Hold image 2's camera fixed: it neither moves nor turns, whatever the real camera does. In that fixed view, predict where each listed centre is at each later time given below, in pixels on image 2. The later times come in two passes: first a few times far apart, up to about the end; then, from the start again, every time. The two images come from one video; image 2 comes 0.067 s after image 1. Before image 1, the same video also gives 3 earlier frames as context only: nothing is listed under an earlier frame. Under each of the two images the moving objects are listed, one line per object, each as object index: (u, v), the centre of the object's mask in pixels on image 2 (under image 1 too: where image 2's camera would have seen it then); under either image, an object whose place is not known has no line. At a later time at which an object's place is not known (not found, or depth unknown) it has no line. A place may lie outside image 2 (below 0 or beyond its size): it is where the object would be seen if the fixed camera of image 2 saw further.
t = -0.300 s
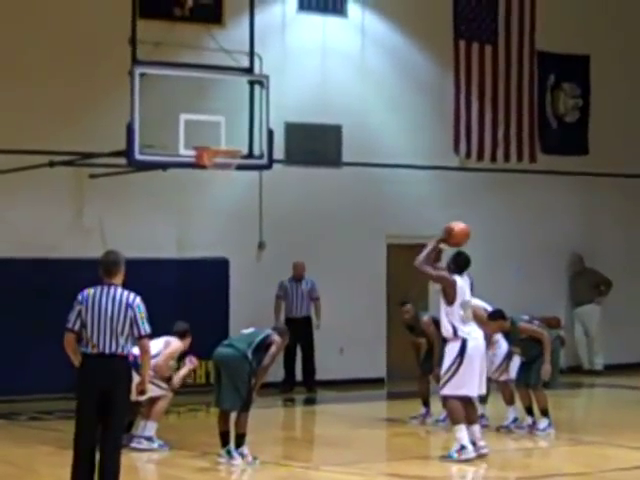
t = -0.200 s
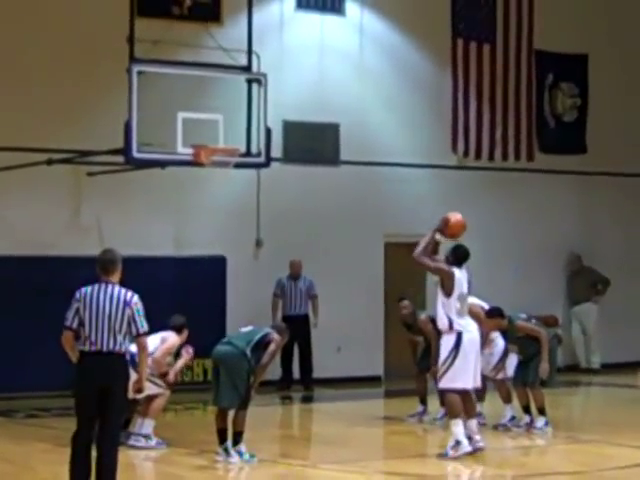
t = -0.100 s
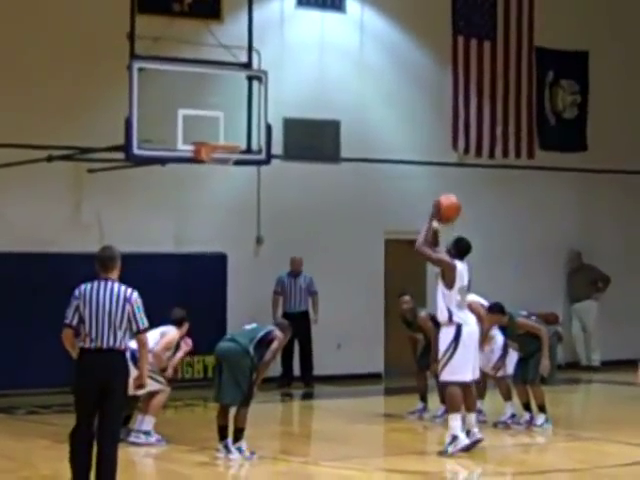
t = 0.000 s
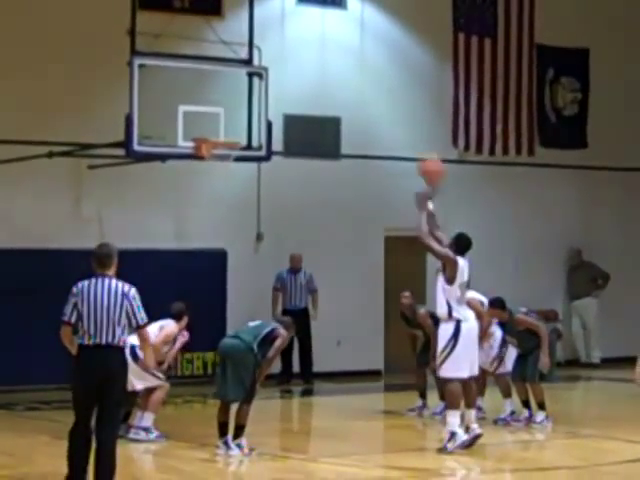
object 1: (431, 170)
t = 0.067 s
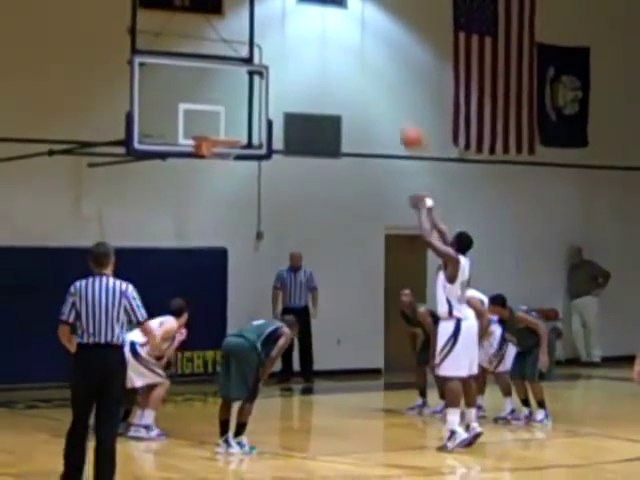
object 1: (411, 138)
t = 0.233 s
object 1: (366, 88)
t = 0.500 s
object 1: (301, 67)
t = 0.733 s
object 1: (249, 101)
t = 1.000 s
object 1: (213, 158)
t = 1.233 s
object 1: (218, 197)
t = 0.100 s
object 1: (403, 125)
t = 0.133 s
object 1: (393, 114)
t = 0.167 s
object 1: (385, 105)
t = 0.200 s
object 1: (375, 95)
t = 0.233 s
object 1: (366, 88)
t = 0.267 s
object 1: (358, 81)
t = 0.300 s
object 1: (349, 76)
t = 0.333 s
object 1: (341, 73)
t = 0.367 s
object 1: (333, 69)
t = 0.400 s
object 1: (325, 67)
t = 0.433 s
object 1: (317, 65)
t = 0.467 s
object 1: (309, 66)
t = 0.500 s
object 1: (301, 67)
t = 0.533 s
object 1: (293, 69)
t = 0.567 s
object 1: (286, 71)
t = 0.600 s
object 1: (279, 76)
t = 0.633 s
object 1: (271, 81)
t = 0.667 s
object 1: (264, 86)
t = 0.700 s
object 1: (257, 93)
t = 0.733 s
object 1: (249, 101)
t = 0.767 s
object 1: (242, 109)
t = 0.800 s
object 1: (235, 119)
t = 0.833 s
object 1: (229, 128)
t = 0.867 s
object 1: (224, 139)
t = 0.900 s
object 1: (214, 149)
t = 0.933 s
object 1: (213, 157)
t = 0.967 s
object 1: (213, 156)
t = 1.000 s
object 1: (213, 158)
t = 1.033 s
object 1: (213, 161)
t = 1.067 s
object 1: (214, 164)
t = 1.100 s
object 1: (215, 167)
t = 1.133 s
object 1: (215, 174)
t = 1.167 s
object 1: (216, 180)
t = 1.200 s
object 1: (217, 189)
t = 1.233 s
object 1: (218, 197)
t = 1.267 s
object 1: (218, 207)
